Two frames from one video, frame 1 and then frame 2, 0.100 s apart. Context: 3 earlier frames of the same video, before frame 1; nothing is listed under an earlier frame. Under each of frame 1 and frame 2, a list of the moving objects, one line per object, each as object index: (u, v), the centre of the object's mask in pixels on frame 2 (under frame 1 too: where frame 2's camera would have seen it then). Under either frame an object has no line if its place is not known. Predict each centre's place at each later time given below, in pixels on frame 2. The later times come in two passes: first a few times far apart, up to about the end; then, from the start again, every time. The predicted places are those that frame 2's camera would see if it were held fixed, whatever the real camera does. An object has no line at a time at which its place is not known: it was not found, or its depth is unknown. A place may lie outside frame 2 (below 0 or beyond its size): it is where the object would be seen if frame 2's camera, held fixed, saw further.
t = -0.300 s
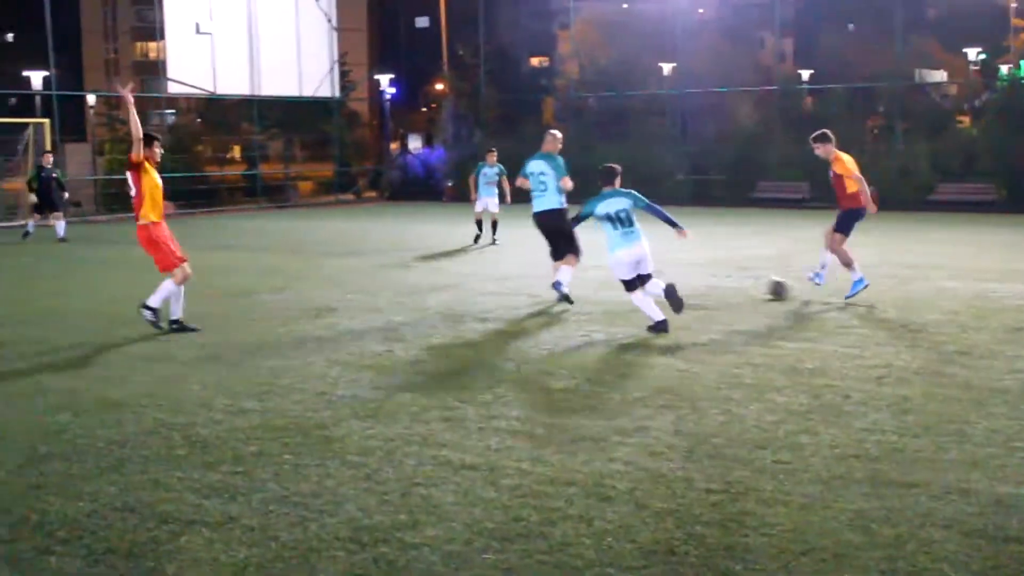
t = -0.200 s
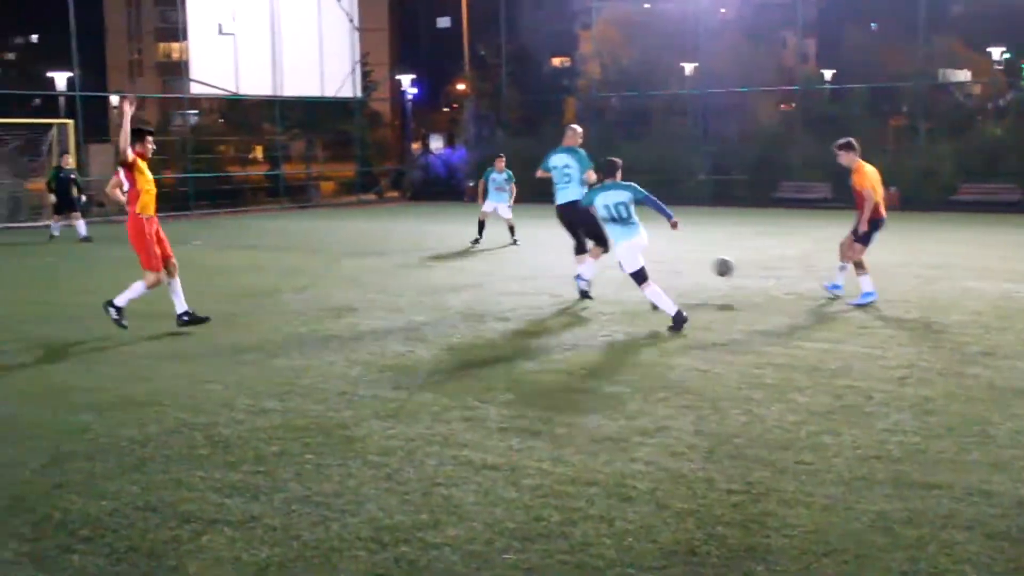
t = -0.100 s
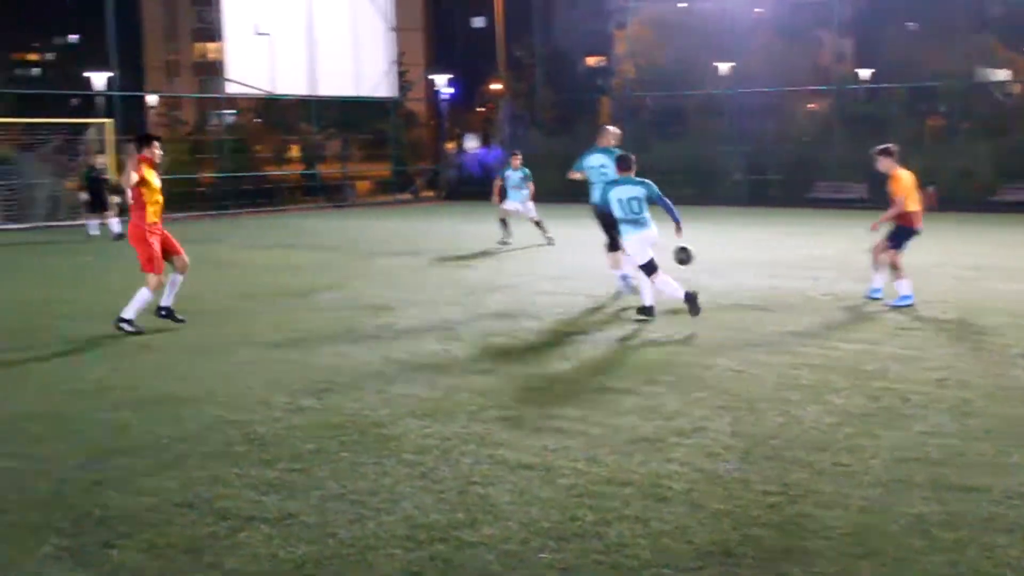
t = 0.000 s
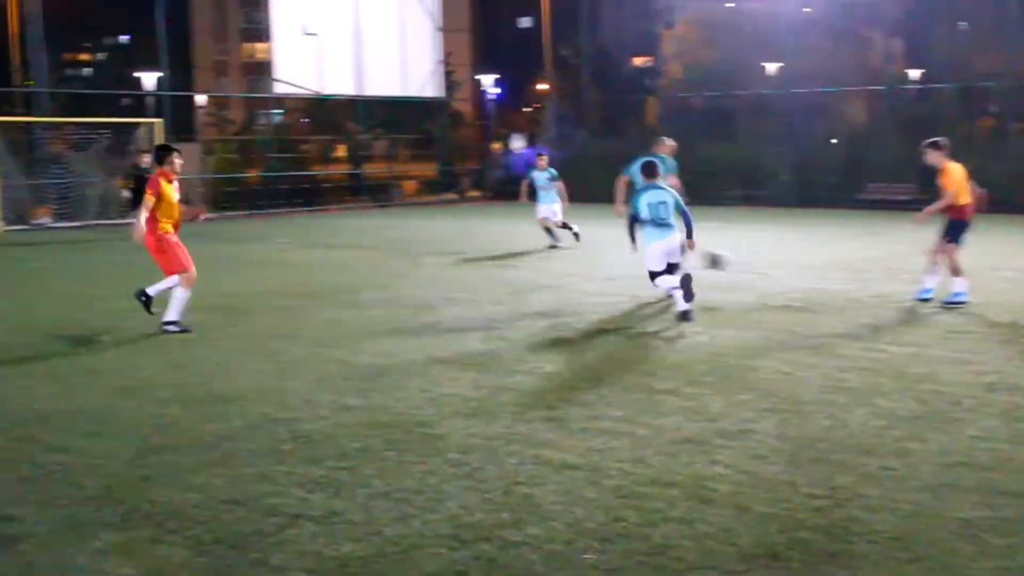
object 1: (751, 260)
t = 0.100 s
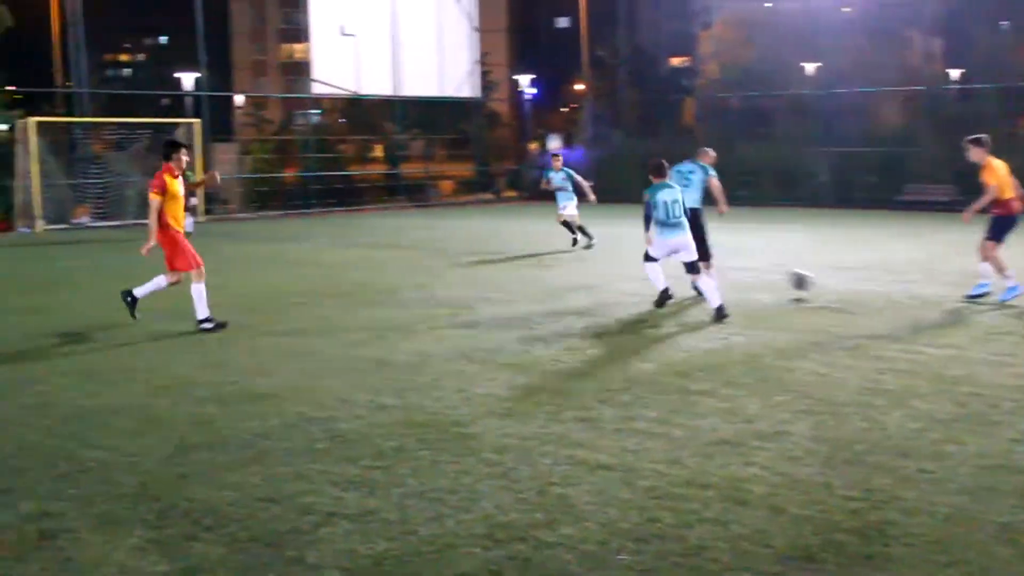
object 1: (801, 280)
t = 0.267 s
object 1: (848, 265)
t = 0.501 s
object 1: (907, 259)
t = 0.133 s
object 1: (816, 287)
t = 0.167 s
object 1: (822, 281)
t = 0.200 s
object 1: (832, 272)
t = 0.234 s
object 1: (843, 267)
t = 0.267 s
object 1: (848, 265)
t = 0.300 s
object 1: (858, 260)
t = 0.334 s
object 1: (866, 257)
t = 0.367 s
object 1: (872, 255)
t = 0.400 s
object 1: (881, 255)
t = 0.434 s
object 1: (892, 254)
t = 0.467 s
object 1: (897, 255)
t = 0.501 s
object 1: (907, 259)
